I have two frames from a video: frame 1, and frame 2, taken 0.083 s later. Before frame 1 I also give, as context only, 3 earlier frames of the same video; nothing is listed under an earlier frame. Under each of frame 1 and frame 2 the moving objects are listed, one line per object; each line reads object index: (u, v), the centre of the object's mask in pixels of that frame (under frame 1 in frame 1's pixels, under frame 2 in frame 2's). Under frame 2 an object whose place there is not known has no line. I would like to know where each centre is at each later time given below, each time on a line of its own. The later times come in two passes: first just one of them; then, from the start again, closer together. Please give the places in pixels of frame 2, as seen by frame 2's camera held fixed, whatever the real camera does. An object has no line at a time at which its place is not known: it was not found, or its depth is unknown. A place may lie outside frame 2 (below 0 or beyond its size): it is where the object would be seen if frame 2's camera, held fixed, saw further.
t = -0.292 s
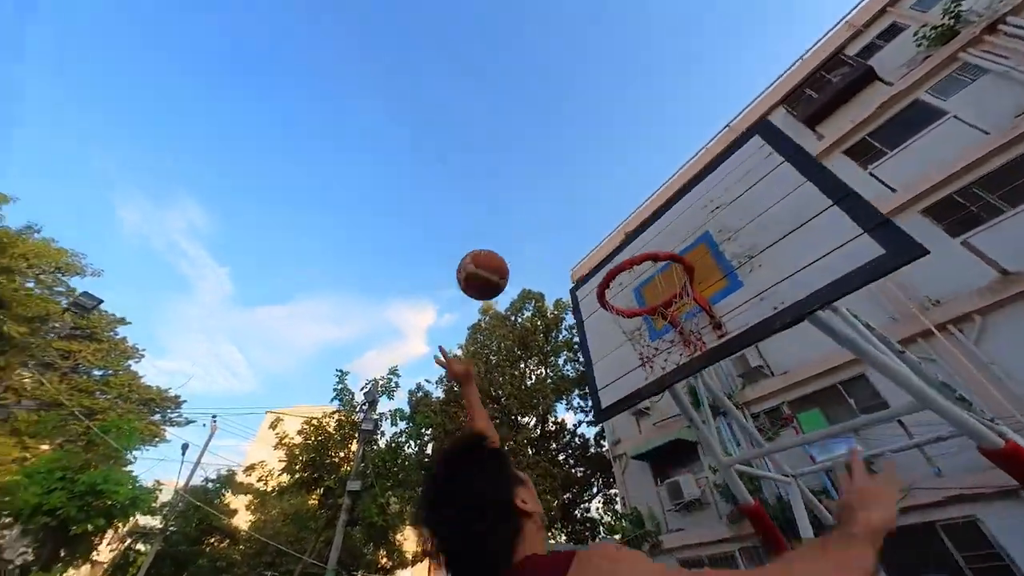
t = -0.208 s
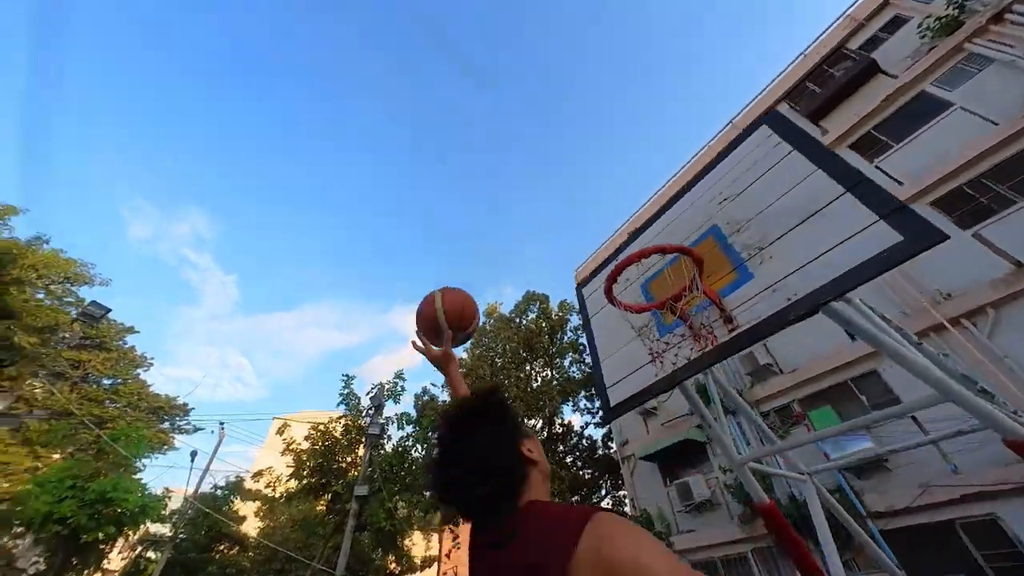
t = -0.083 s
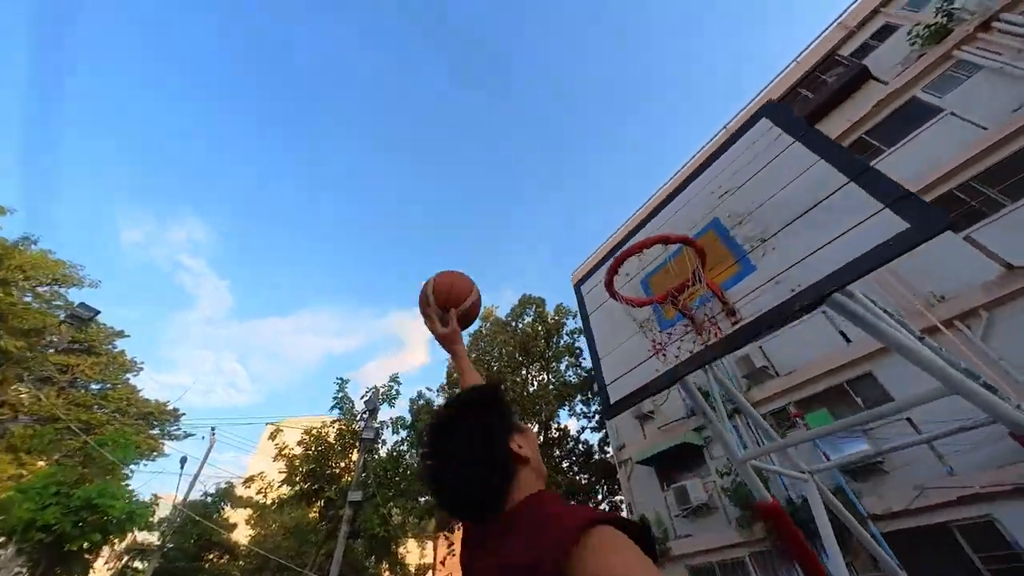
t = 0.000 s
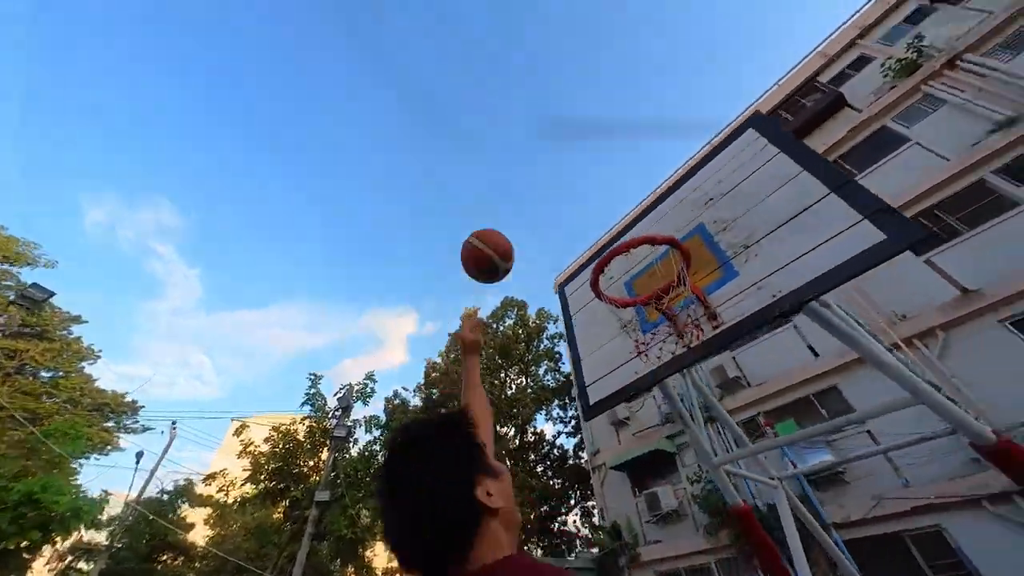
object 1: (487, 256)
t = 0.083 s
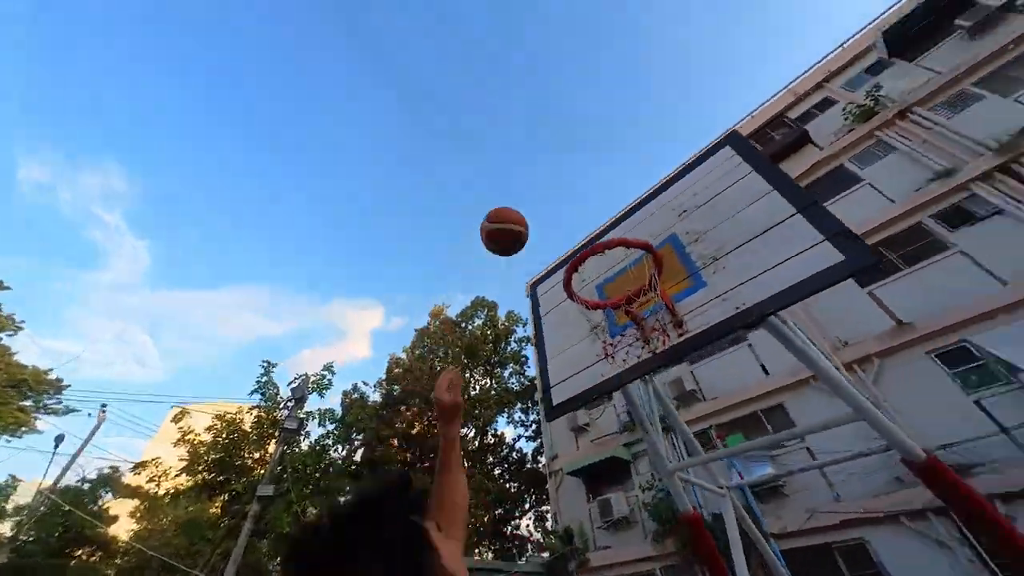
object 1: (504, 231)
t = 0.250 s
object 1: (565, 221)
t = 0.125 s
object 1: (520, 224)
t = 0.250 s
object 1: (565, 221)
